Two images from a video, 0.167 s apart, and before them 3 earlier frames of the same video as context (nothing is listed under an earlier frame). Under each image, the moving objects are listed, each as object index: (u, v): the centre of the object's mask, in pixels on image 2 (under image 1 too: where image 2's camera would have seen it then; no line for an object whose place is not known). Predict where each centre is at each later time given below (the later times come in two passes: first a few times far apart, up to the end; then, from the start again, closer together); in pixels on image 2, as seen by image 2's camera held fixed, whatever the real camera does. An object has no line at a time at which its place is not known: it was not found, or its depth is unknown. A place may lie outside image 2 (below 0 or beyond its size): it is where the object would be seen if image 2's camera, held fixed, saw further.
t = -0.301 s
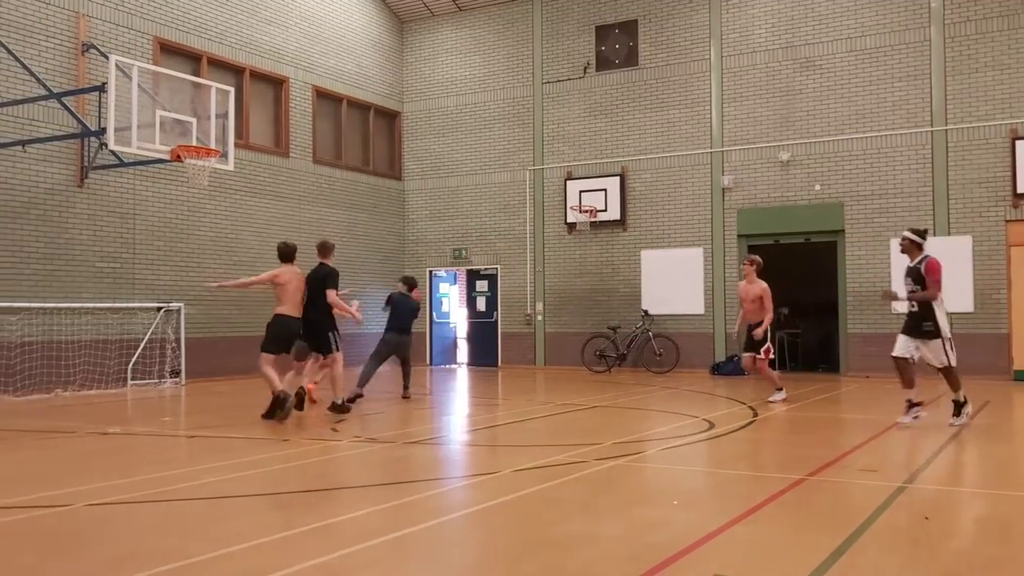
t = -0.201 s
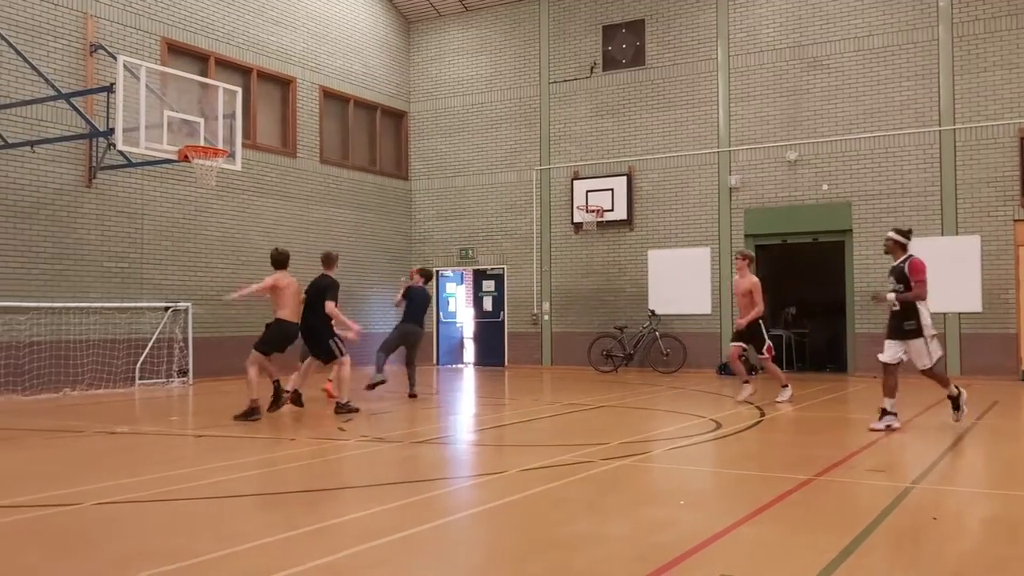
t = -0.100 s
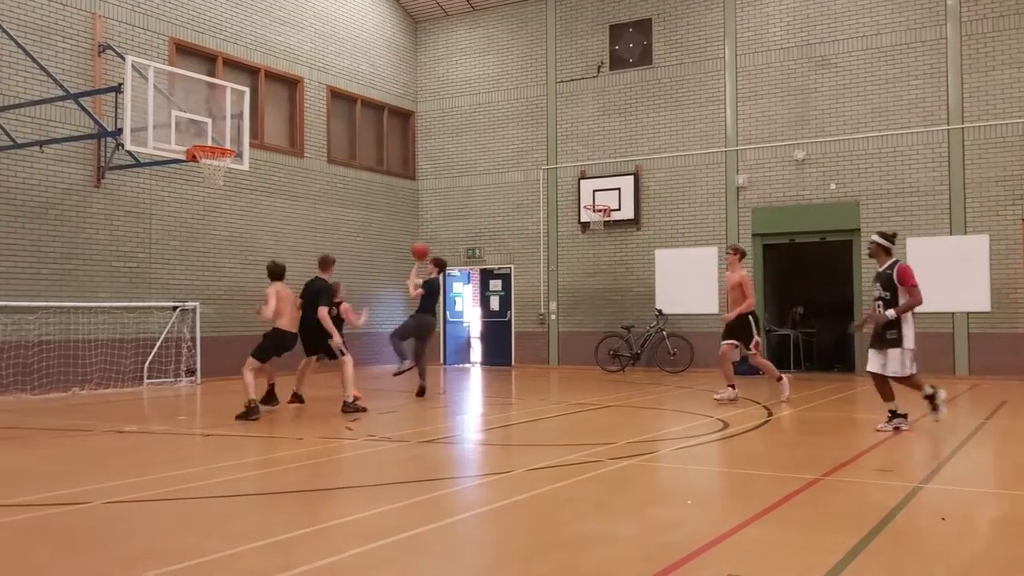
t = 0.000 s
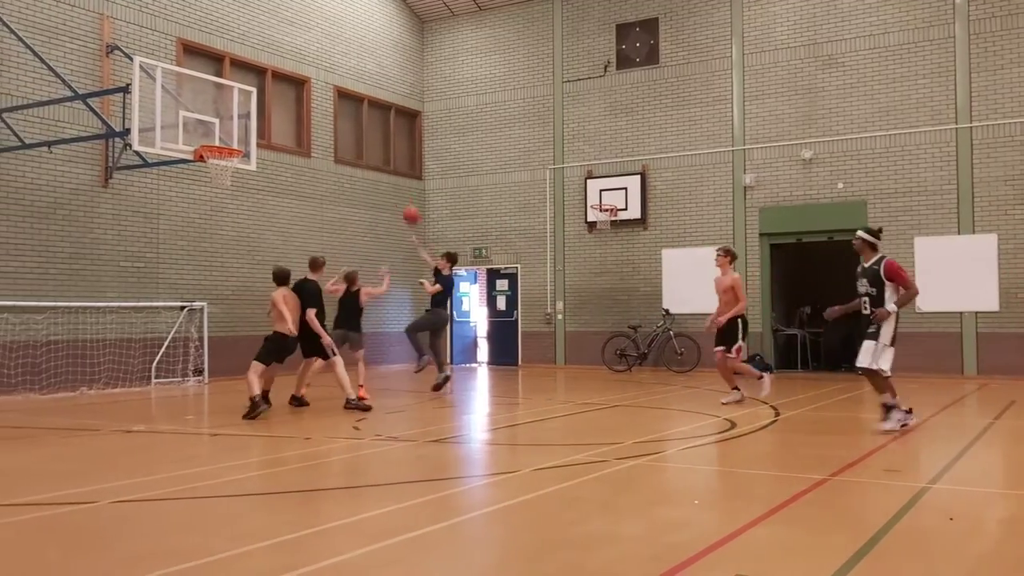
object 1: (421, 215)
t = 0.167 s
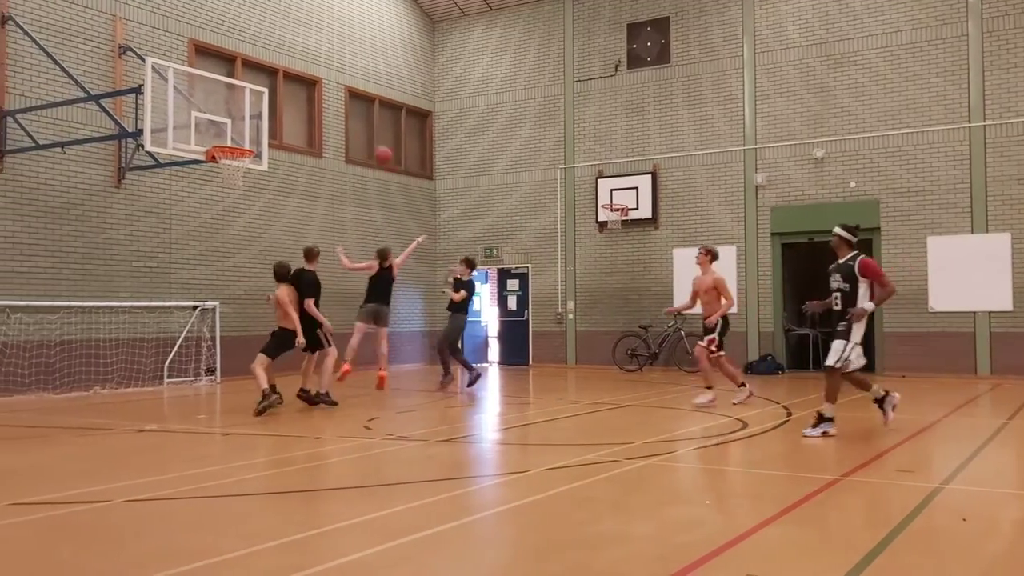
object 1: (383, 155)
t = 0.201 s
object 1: (375, 145)
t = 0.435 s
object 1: (317, 97)
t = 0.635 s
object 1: (263, 88)
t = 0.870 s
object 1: (195, 119)
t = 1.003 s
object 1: (153, 158)
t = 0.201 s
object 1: (375, 145)
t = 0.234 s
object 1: (366, 136)
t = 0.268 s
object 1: (358, 128)
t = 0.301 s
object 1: (350, 120)
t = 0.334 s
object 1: (341, 114)
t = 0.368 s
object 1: (334, 109)
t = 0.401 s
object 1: (325, 103)
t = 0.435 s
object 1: (317, 97)
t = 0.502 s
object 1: (298, 91)
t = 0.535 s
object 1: (290, 89)
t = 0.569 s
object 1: (281, 87)
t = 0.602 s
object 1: (272, 87)
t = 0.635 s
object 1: (263, 88)
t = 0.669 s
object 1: (254, 89)
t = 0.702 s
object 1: (244, 92)
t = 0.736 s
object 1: (235, 96)
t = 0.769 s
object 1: (226, 99)
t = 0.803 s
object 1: (216, 105)
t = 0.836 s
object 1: (206, 111)
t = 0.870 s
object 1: (195, 119)
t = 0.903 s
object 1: (184, 127)
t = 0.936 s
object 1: (174, 135)
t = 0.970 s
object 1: (163, 146)
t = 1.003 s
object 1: (153, 158)
